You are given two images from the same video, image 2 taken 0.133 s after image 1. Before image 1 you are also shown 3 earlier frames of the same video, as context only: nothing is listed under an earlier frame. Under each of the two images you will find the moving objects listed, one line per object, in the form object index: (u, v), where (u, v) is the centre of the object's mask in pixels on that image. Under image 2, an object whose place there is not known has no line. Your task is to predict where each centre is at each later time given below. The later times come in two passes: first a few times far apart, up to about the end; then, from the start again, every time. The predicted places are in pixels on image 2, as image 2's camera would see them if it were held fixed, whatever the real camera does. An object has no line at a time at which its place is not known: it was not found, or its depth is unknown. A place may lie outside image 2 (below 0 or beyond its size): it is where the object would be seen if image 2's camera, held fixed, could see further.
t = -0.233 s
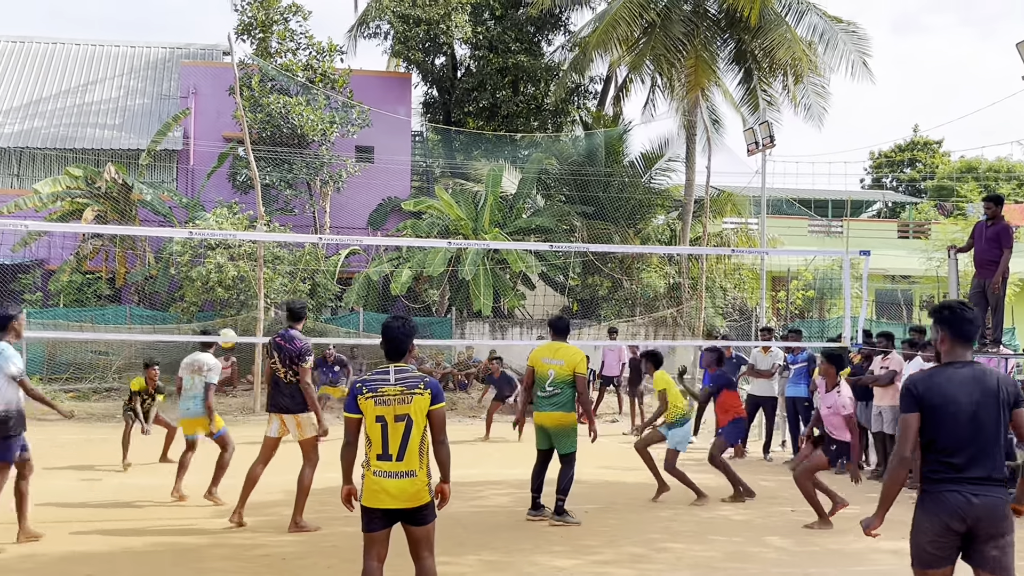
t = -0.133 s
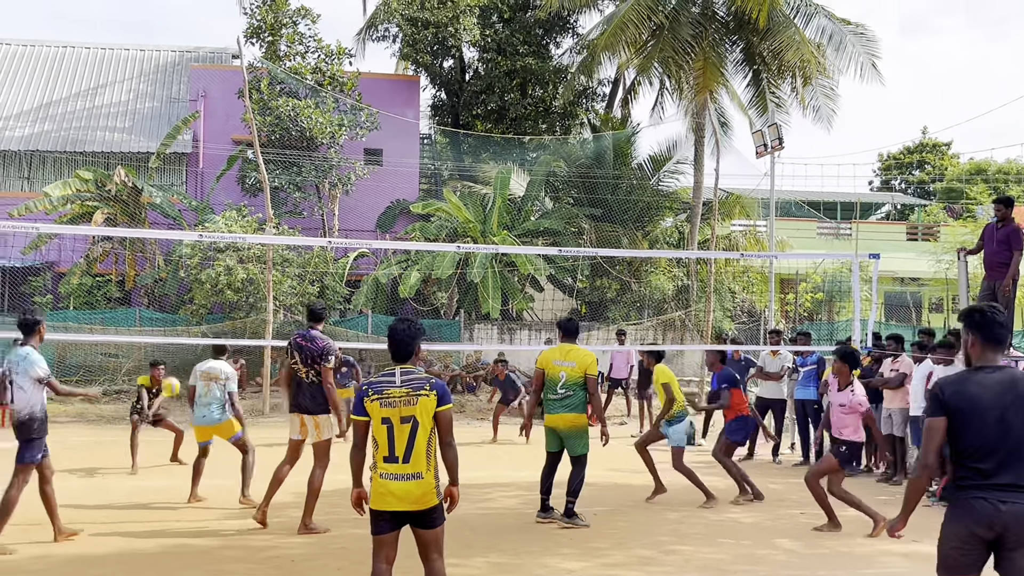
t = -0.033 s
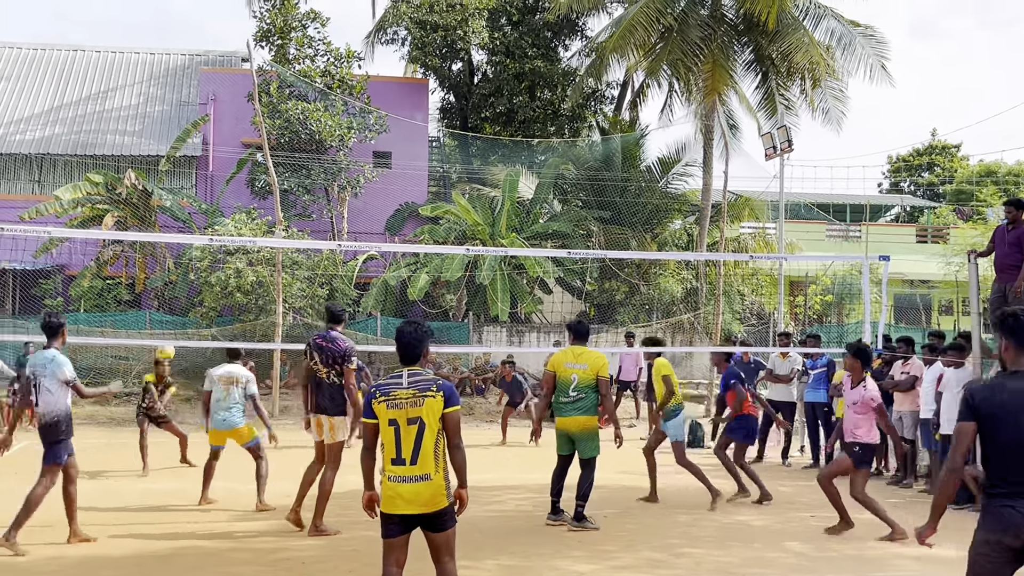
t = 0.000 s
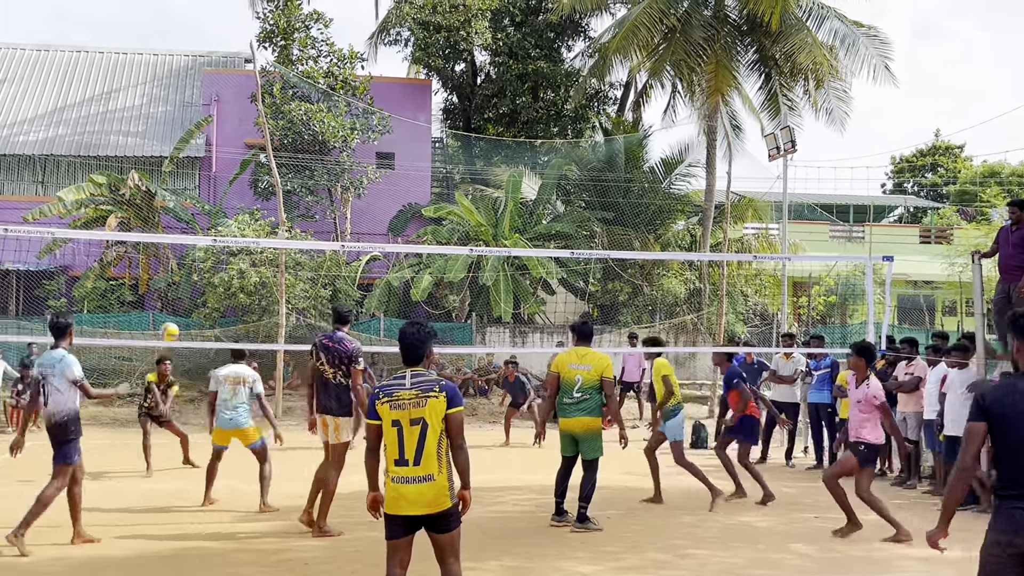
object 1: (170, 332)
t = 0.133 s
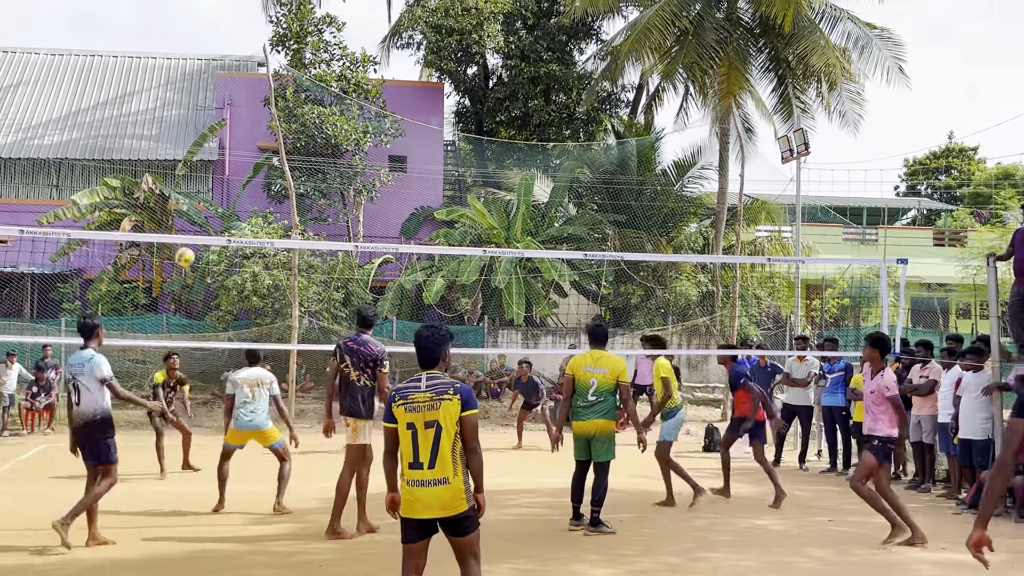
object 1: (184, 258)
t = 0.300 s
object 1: (188, 178)
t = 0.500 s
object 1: (191, 112)
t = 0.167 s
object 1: (185, 240)
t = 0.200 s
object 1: (186, 223)
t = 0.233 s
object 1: (187, 207)
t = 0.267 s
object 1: (187, 192)
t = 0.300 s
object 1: (188, 178)
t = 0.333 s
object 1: (188, 165)
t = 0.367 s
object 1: (190, 154)
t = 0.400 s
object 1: (190, 142)
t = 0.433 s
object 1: (191, 130)
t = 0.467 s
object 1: (191, 121)
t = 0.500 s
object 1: (191, 112)
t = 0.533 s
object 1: (191, 104)
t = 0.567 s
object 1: (192, 97)
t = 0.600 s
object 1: (192, 91)
